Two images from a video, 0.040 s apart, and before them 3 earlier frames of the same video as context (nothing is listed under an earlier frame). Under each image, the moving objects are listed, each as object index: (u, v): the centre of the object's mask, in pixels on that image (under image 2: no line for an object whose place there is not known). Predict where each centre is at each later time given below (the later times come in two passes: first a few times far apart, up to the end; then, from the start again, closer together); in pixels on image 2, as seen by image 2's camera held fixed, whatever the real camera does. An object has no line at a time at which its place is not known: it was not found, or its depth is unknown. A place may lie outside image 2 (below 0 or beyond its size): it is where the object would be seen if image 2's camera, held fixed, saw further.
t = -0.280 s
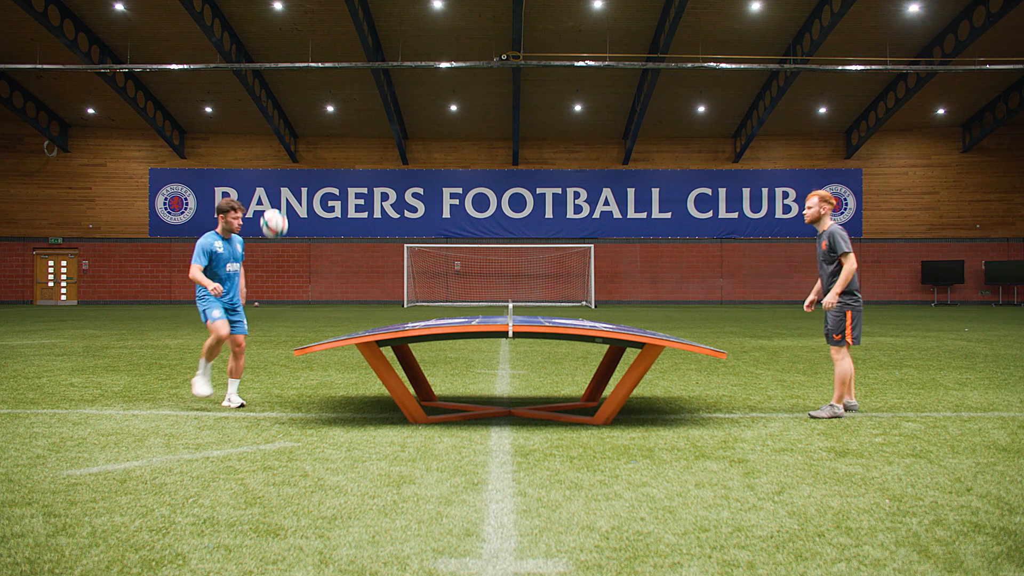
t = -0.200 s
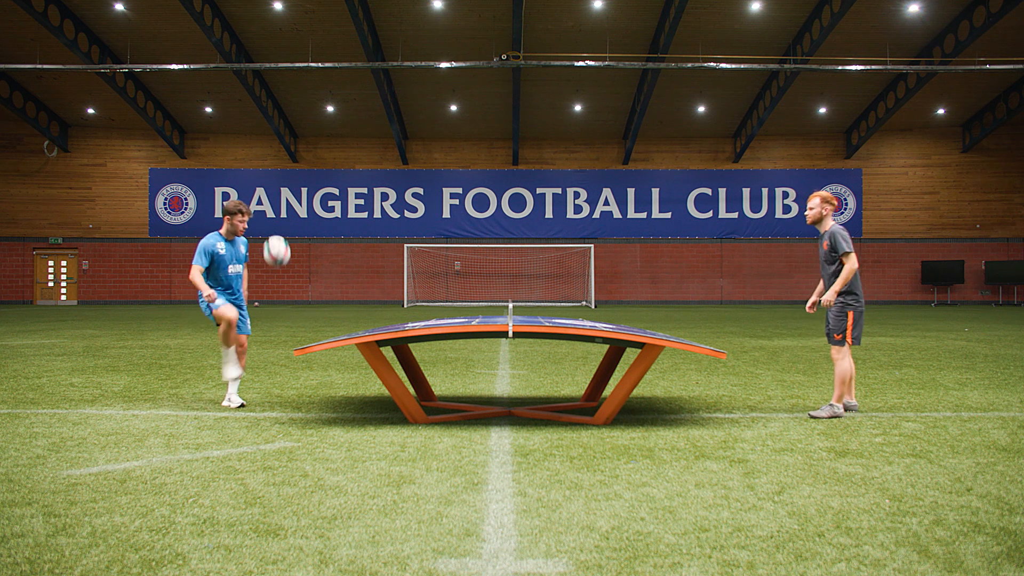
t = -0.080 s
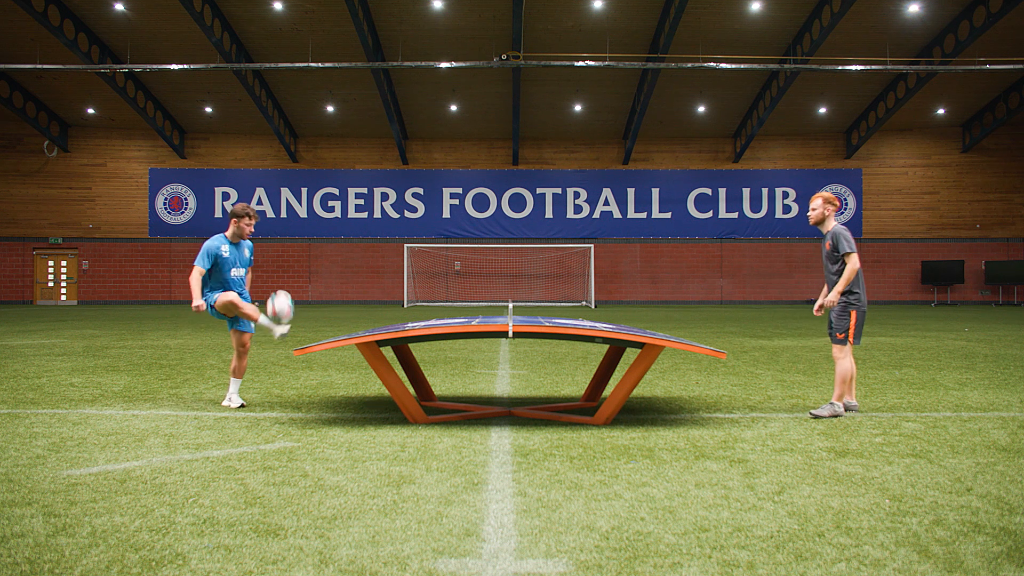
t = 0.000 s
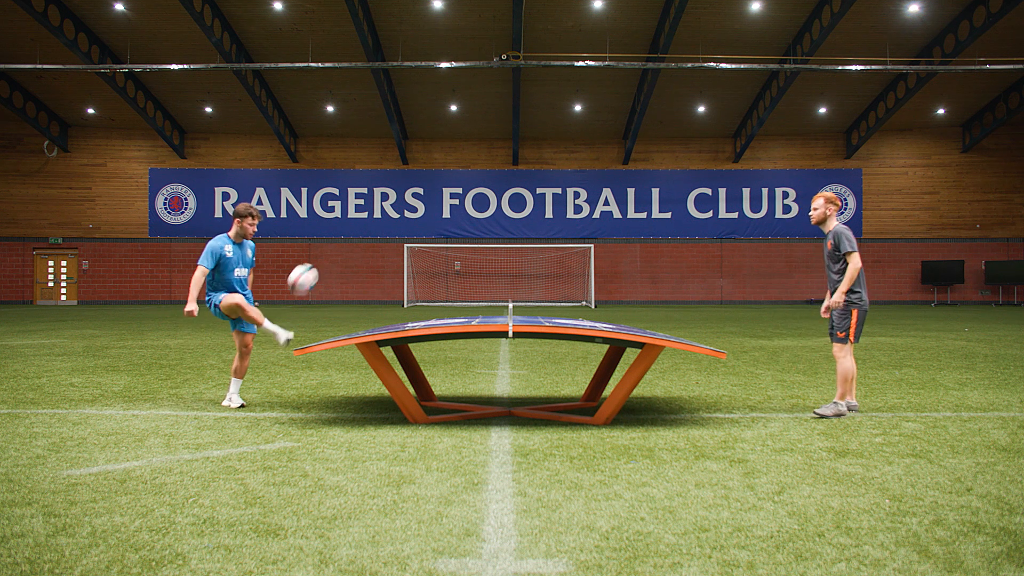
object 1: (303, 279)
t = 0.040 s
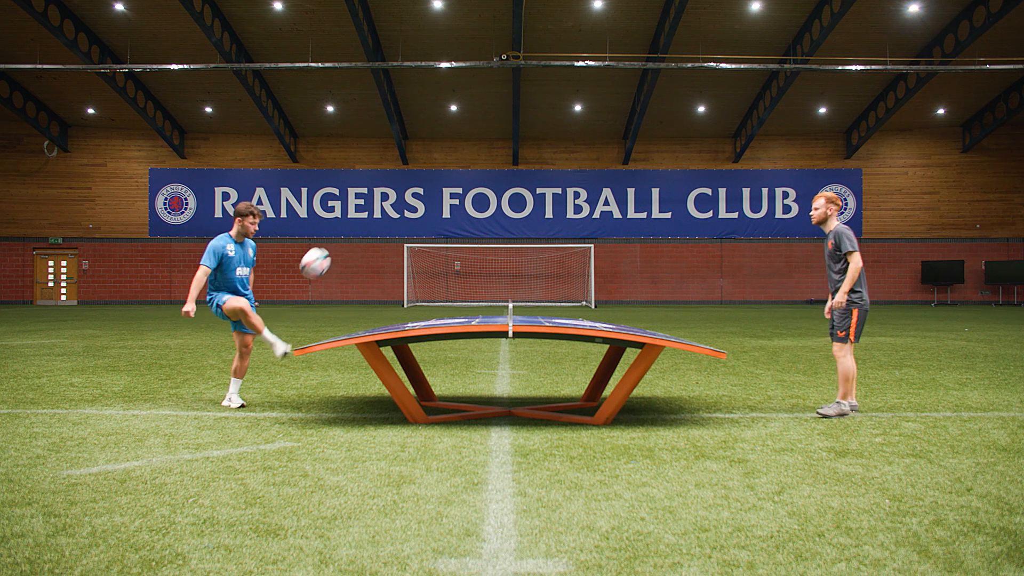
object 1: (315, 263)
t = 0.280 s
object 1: (391, 205)
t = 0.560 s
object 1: (475, 228)
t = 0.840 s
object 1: (554, 285)
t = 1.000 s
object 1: (590, 251)
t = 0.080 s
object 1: (327, 248)
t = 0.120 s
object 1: (340, 236)
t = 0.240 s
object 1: (377, 210)
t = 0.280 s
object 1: (391, 205)
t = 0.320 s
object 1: (404, 202)
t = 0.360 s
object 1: (415, 202)
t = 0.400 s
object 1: (428, 203)
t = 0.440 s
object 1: (440, 207)
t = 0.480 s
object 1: (451, 212)
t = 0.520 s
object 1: (463, 219)
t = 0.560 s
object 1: (475, 228)
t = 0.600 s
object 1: (487, 239)
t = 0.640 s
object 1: (499, 252)
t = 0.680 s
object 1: (511, 266)
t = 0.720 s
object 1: (523, 283)
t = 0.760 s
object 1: (534, 301)
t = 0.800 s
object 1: (545, 297)
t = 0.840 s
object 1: (554, 285)
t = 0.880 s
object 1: (563, 274)
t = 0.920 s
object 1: (573, 265)
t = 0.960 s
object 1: (581, 258)
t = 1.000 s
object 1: (590, 251)
